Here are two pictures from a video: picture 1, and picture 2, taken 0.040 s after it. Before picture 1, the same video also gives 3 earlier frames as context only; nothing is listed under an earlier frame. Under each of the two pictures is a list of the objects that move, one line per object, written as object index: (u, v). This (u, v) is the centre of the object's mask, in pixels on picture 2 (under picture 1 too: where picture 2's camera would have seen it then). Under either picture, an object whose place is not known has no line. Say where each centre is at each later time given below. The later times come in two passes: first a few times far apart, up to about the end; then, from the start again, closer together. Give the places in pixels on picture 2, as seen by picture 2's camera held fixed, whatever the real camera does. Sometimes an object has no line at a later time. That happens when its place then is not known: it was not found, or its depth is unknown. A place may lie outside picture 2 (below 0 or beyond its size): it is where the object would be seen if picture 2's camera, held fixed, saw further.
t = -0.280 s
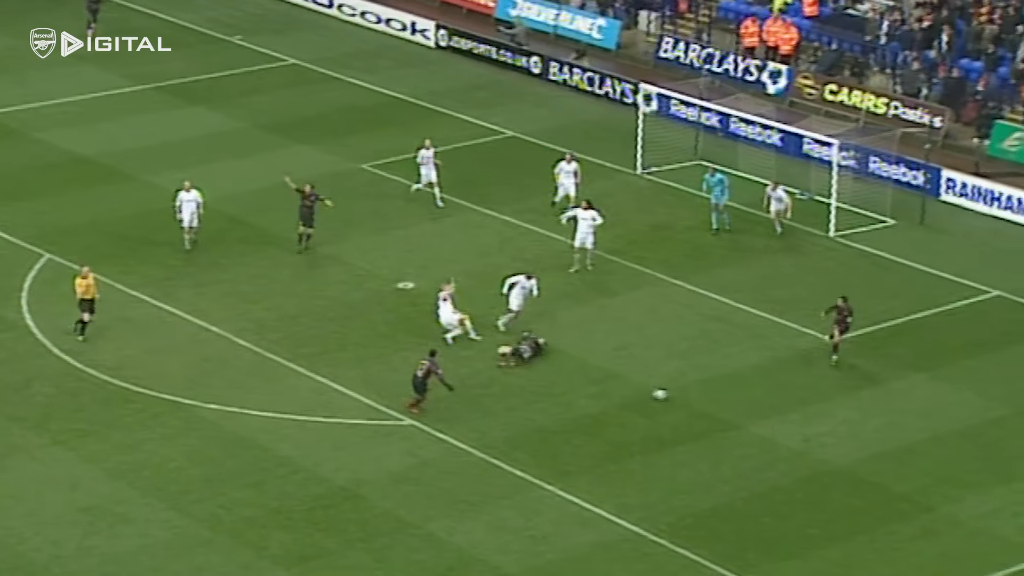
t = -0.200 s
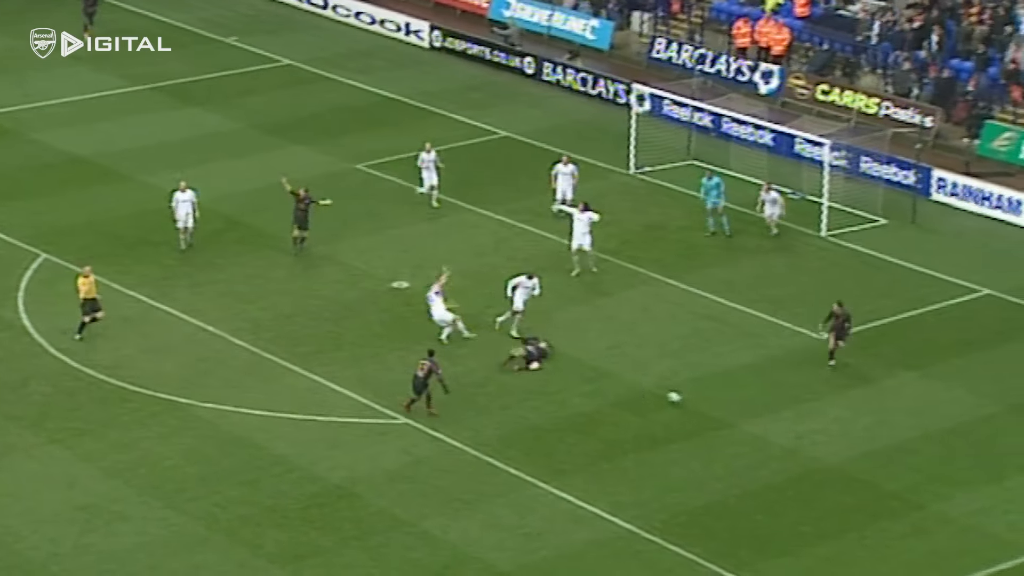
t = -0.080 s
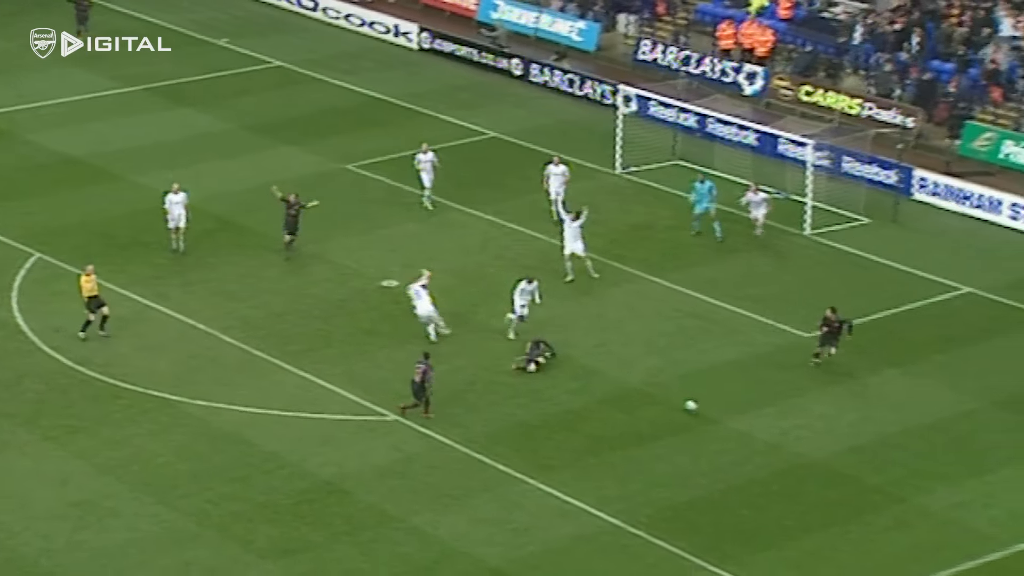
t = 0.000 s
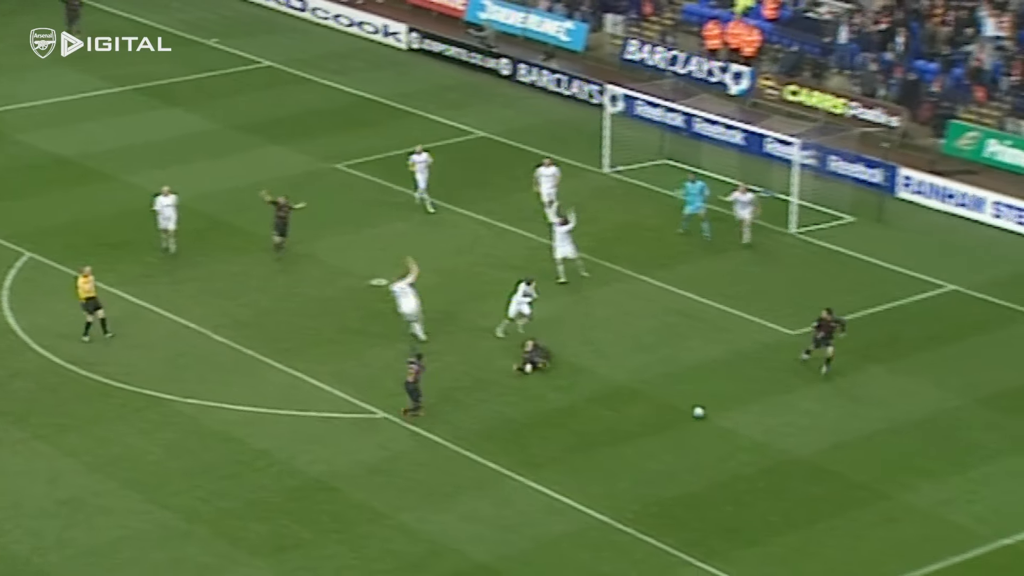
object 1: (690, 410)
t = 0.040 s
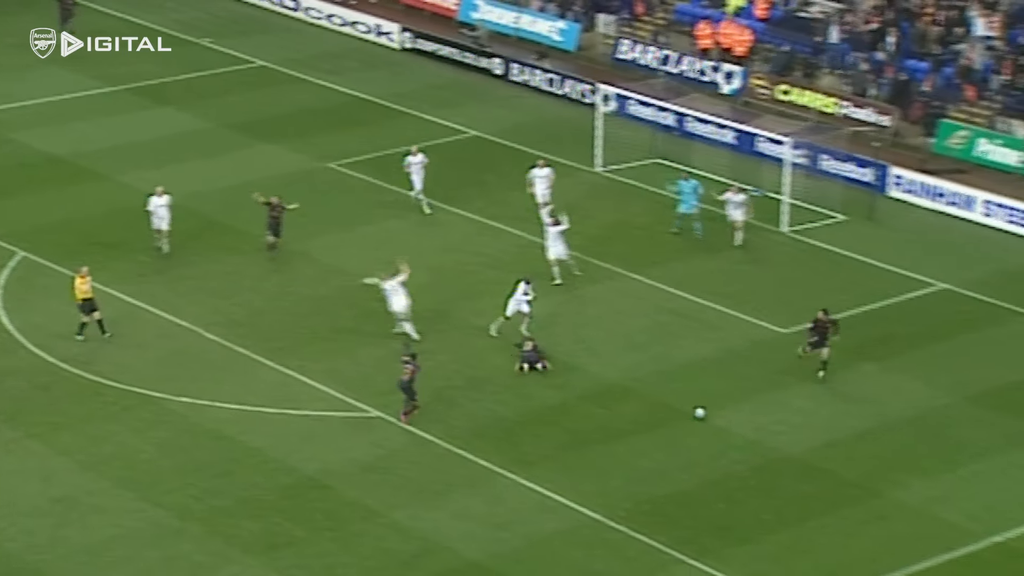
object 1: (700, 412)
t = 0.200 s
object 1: (737, 427)
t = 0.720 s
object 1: (854, 471)
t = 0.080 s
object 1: (709, 415)
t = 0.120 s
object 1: (718, 419)
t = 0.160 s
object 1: (727, 423)
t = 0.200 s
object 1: (737, 427)
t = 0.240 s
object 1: (746, 431)
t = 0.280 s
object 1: (756, 434)
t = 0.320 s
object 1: (766, 438)
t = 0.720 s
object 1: (854, 471)
